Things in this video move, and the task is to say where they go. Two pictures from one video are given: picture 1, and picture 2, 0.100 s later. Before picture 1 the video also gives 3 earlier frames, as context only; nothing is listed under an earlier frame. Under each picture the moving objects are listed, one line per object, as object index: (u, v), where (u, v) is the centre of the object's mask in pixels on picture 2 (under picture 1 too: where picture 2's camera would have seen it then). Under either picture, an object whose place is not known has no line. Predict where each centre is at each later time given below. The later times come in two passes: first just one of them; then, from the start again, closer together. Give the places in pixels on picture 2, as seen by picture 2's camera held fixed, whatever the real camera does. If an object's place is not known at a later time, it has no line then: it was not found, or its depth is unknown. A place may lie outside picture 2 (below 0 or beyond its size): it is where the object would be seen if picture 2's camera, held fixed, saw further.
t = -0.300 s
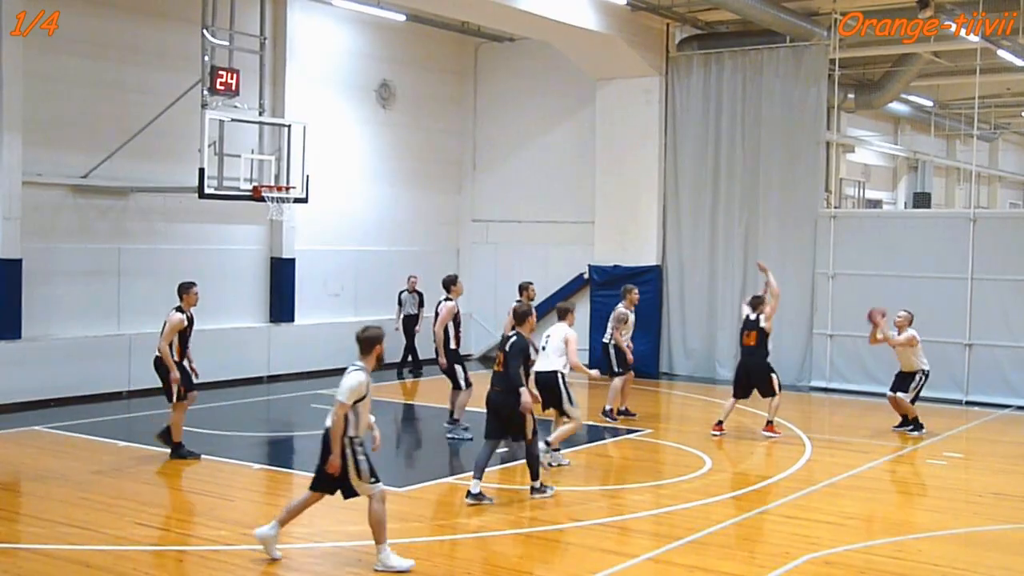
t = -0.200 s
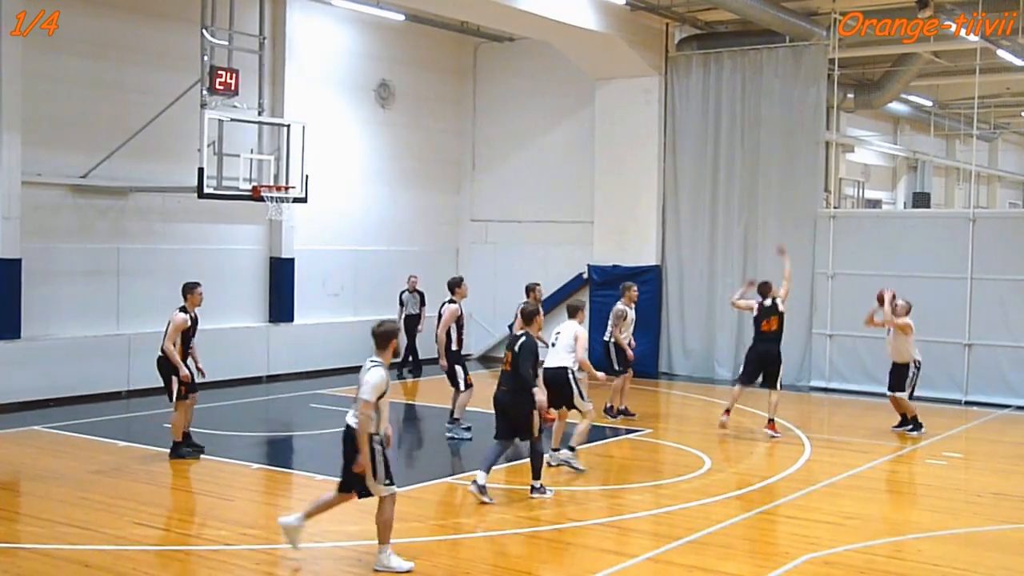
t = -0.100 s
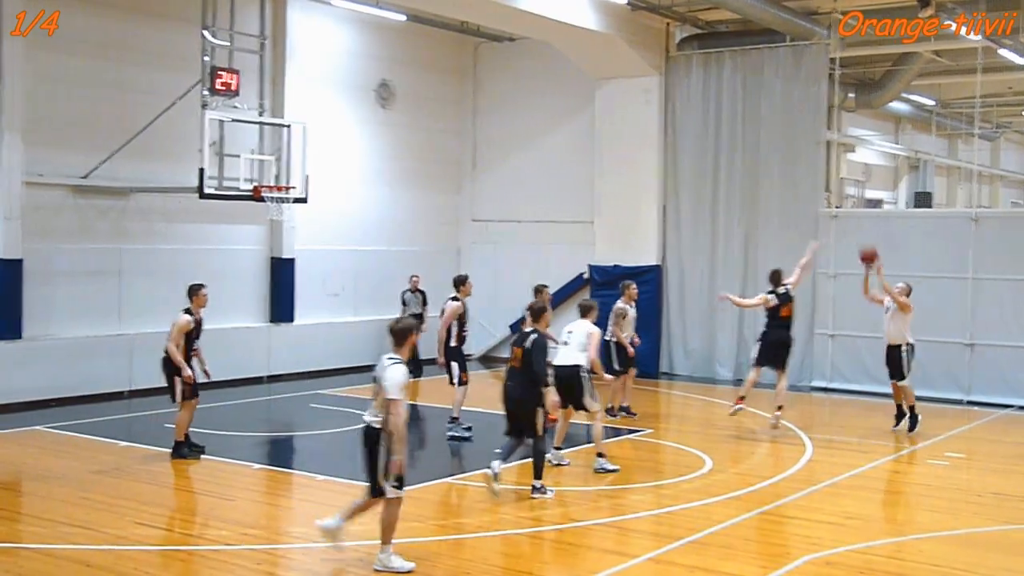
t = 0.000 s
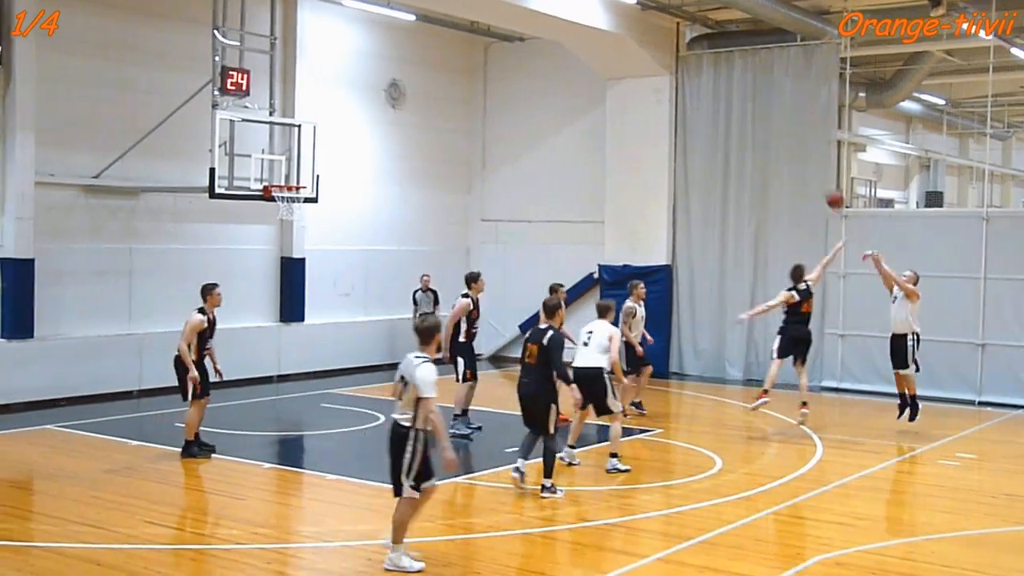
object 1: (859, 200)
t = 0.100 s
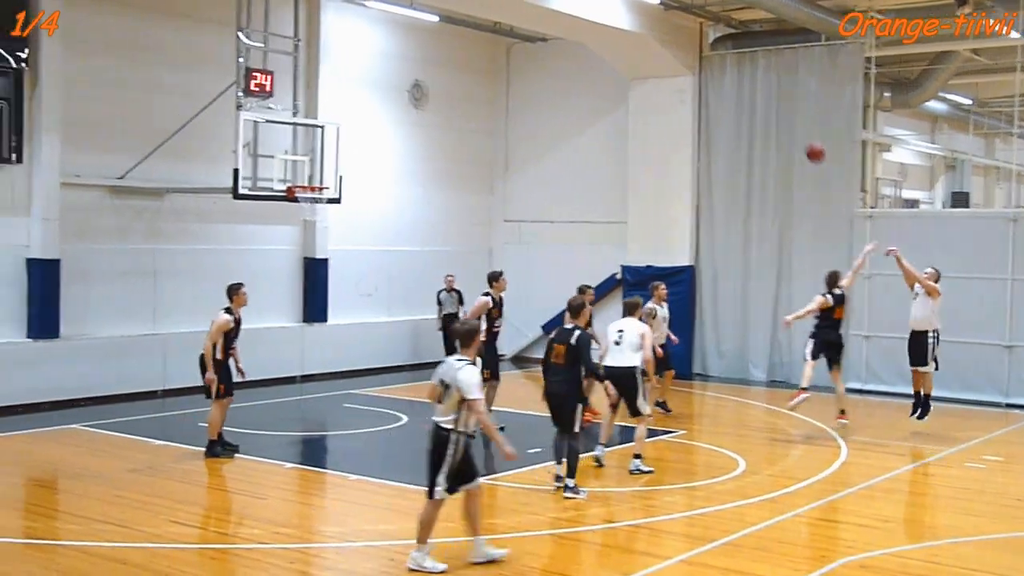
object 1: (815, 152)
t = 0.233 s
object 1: (755, 100)
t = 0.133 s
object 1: (800, 139)
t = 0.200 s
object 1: (770, 112)
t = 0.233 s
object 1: (755, 100)
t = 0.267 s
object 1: (741, 90)
